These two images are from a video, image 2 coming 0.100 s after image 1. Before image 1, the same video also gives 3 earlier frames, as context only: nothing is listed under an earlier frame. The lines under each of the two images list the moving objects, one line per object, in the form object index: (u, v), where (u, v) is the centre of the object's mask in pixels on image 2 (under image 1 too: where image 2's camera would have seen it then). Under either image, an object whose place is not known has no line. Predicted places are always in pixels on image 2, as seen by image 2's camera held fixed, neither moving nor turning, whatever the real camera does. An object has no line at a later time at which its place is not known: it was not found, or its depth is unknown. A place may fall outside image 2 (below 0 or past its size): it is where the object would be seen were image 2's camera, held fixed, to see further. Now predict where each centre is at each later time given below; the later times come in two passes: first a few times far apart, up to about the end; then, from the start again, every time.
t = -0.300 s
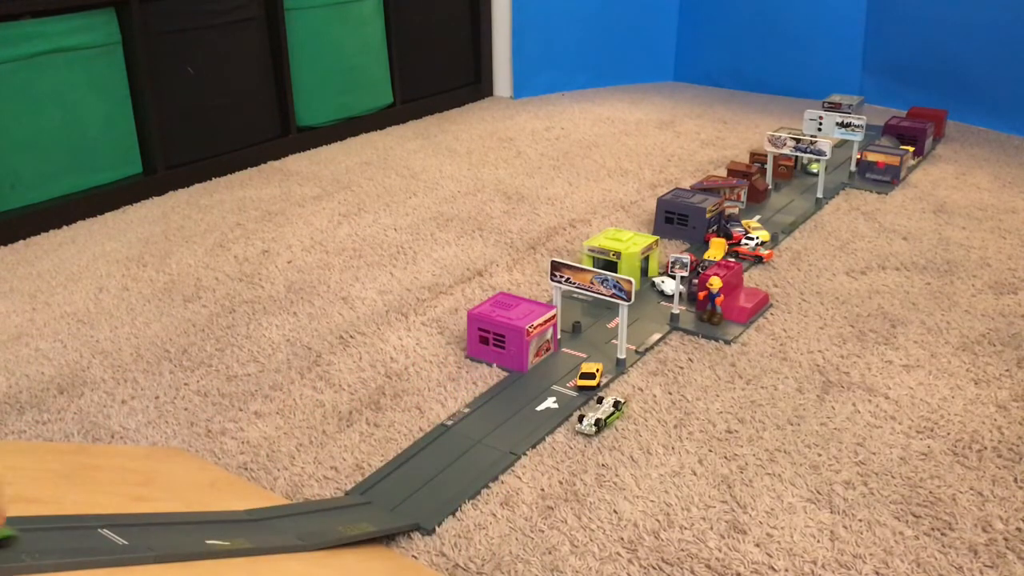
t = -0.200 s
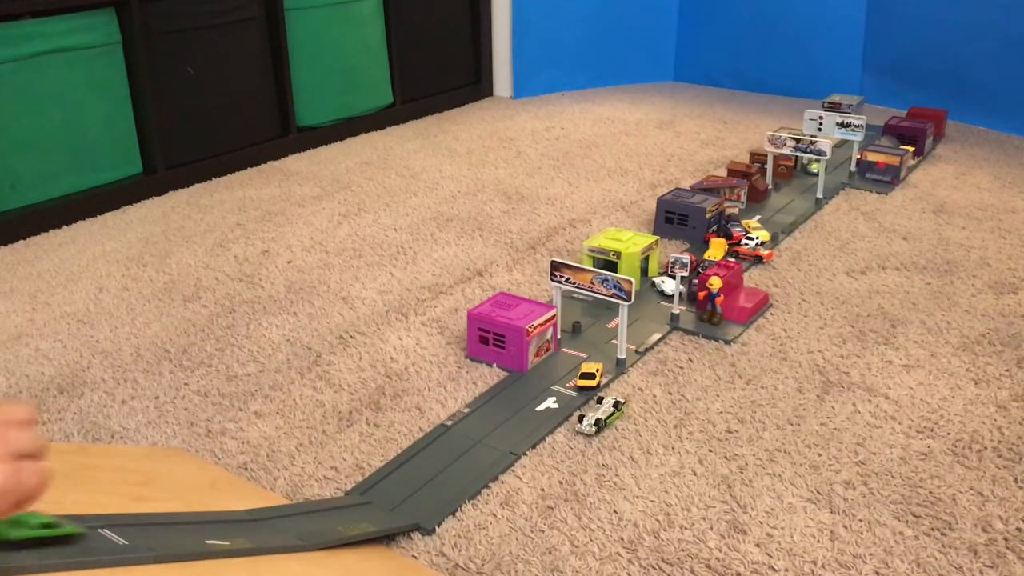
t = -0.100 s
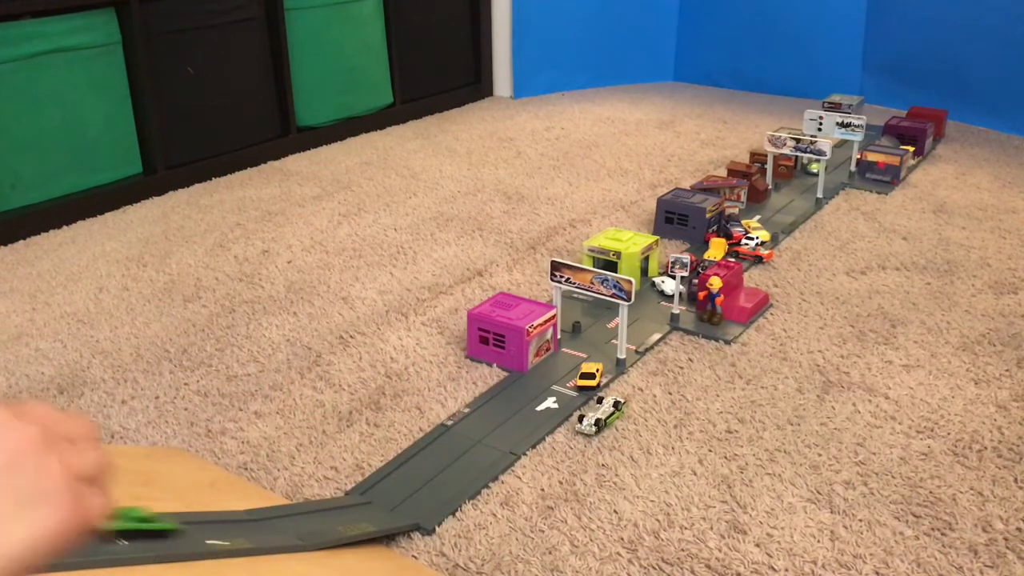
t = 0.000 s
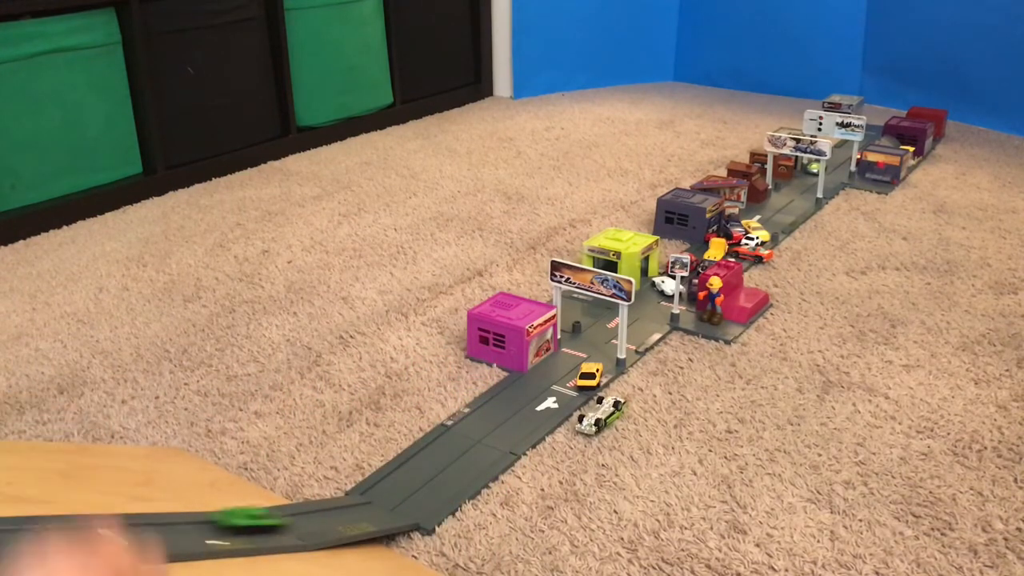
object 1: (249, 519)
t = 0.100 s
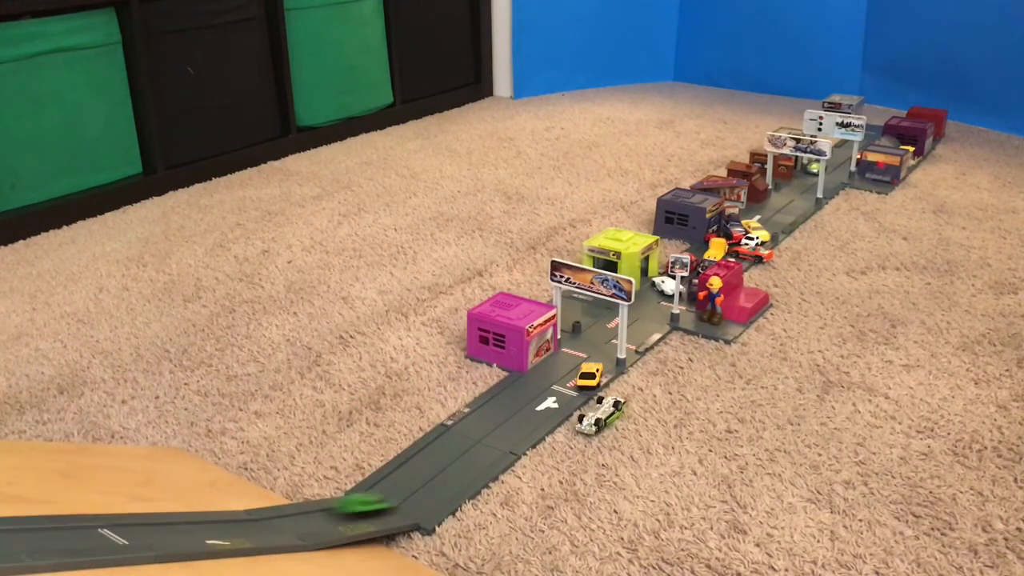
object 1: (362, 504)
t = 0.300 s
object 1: (516, 409)
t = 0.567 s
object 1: (600, 341)
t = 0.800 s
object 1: (612, 329)
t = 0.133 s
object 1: (400, 493)
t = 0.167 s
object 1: (428, 474)
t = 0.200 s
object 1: (455, 455)
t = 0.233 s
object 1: (478, 438)
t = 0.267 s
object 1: (498, 423)
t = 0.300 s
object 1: (516, 409)
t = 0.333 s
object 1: (532, 397)
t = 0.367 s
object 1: (546, 385)
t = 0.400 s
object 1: (560, 375)
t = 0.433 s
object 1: (569, 366)
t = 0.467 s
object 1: (579, 358)
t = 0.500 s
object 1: (587, 351)
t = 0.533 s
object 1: (594, 346)
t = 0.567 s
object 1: (600, 341)
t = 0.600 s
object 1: (604, 337)
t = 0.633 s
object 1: (607, 334)
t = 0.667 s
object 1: (613, 331)
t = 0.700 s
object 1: (616, 329)
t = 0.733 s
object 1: (611, 330)
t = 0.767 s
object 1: (612, 329)
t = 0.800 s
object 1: (612, 329)
